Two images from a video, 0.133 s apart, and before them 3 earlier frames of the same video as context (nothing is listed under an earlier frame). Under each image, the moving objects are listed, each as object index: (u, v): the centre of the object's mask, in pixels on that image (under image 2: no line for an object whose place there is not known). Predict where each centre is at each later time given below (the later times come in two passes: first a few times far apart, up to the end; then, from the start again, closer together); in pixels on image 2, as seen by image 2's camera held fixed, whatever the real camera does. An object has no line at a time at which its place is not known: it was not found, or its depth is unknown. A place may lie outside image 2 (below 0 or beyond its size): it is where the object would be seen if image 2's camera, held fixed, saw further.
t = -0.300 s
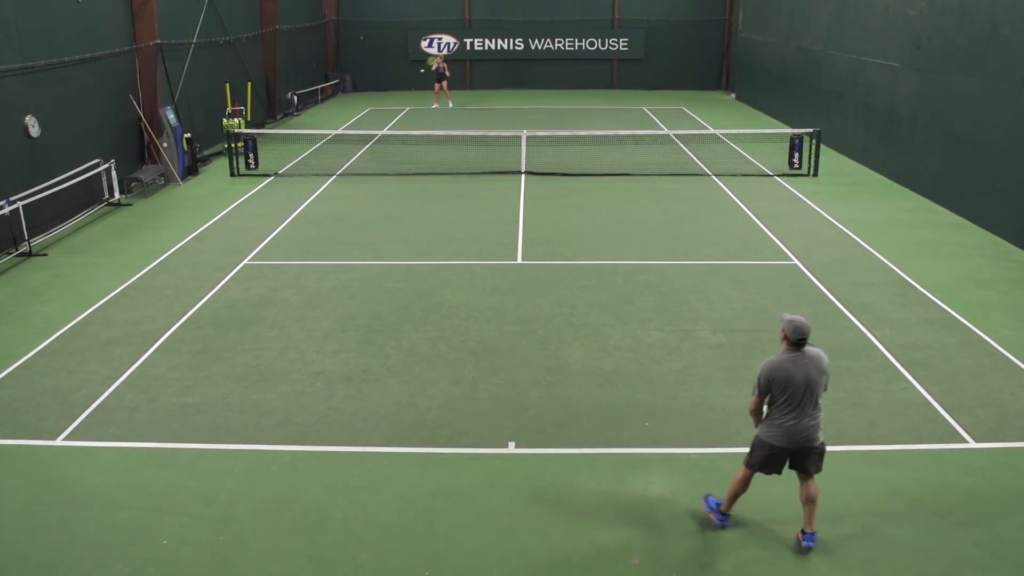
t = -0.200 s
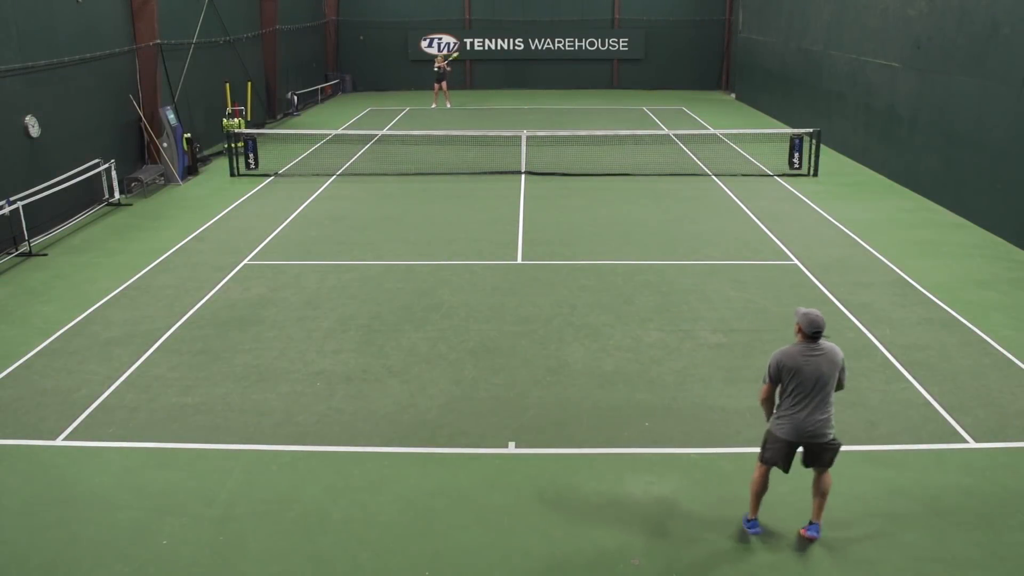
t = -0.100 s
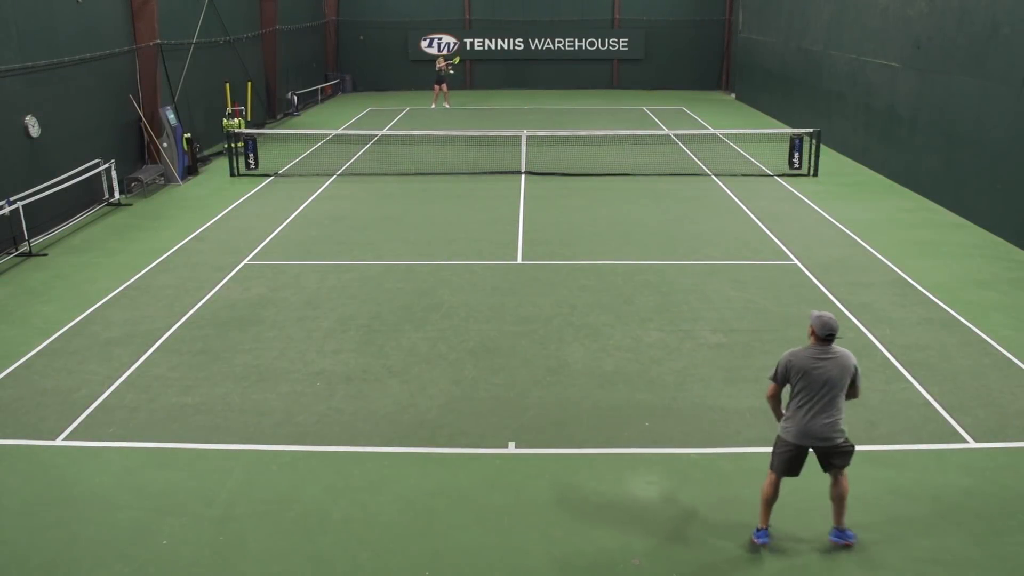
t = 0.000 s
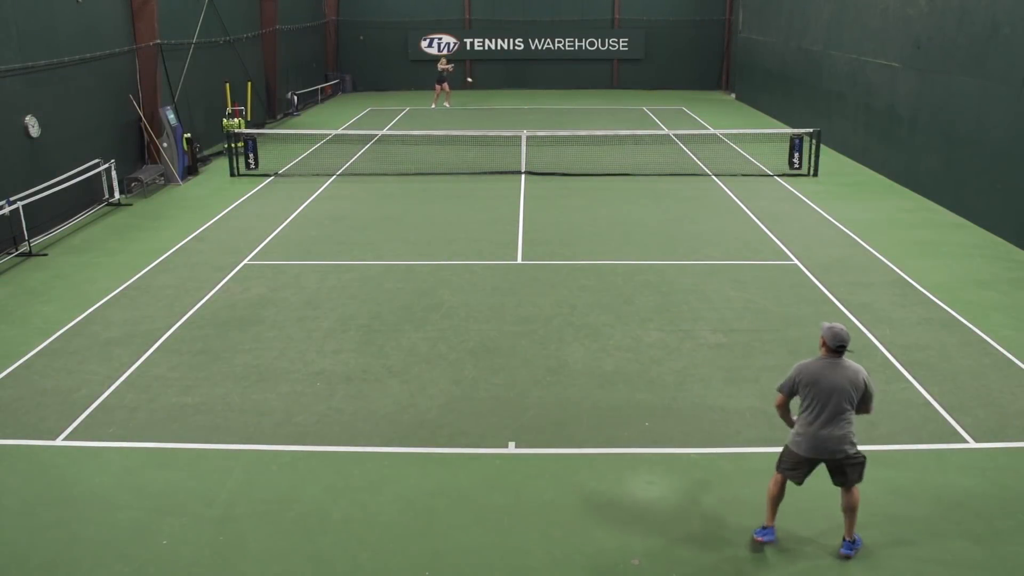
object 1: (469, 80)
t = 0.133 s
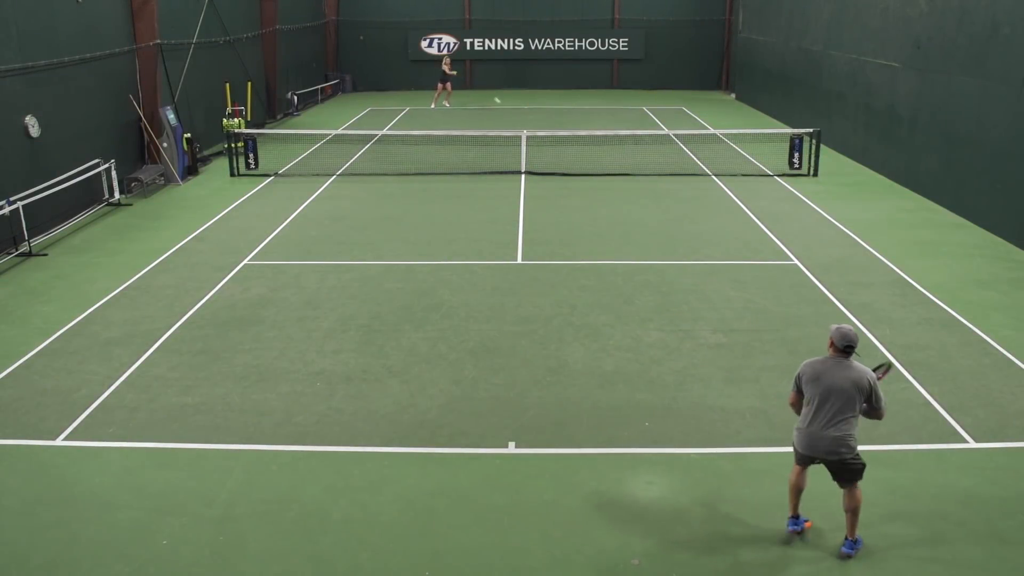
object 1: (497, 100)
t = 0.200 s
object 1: (513, 116)
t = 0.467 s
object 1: (597, 233)
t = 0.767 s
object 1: (707, 259)
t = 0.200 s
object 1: (513, 116)
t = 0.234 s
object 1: (522, 126)
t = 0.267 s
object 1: (530, 136)
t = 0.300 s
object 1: (541, 149)
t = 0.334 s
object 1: (550, 162)
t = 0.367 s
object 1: (561, 177)
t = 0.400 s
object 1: (572, 193)
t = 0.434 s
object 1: (584, 212)
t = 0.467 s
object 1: (597, 233)
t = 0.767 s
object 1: (707, 259)
